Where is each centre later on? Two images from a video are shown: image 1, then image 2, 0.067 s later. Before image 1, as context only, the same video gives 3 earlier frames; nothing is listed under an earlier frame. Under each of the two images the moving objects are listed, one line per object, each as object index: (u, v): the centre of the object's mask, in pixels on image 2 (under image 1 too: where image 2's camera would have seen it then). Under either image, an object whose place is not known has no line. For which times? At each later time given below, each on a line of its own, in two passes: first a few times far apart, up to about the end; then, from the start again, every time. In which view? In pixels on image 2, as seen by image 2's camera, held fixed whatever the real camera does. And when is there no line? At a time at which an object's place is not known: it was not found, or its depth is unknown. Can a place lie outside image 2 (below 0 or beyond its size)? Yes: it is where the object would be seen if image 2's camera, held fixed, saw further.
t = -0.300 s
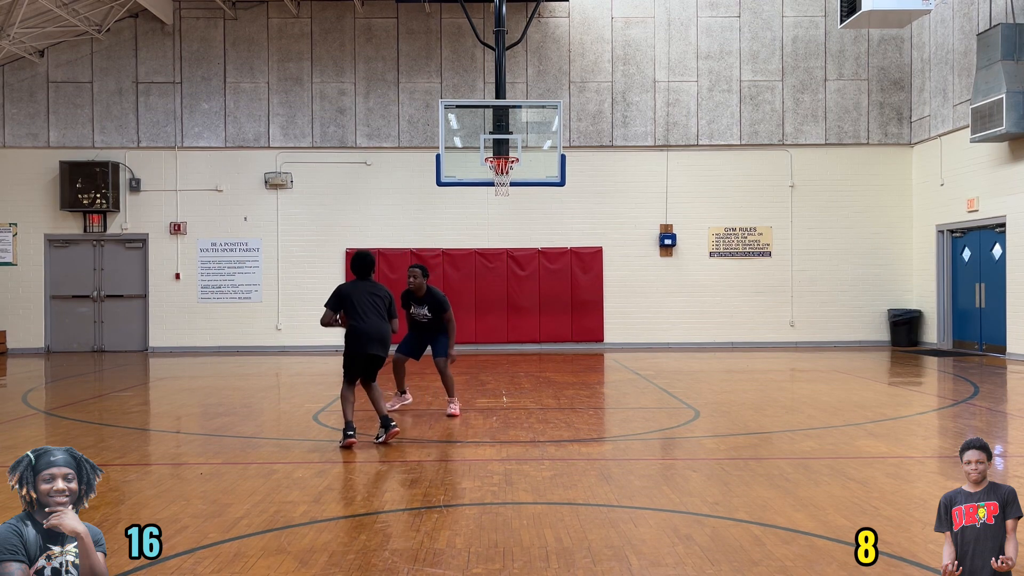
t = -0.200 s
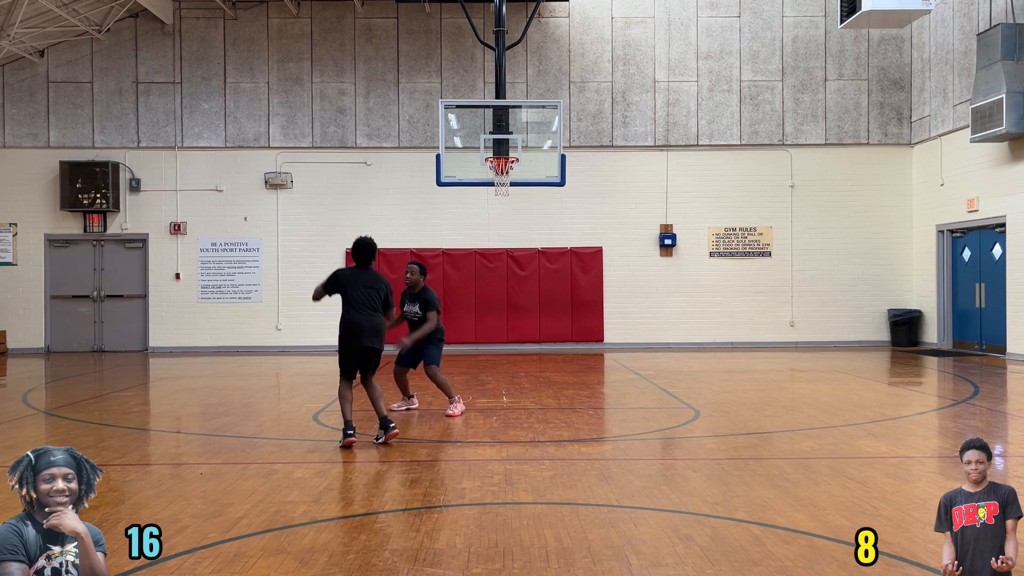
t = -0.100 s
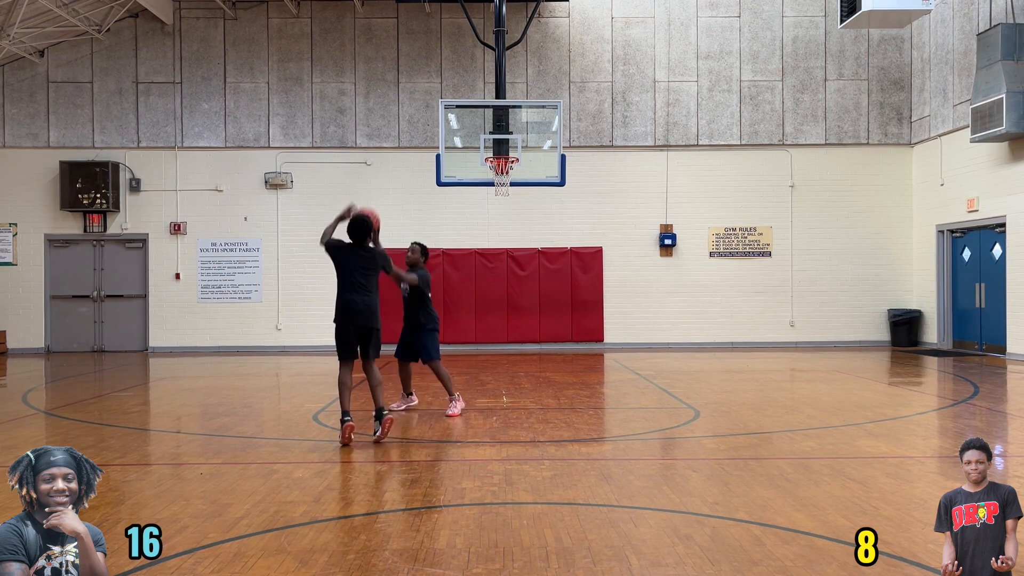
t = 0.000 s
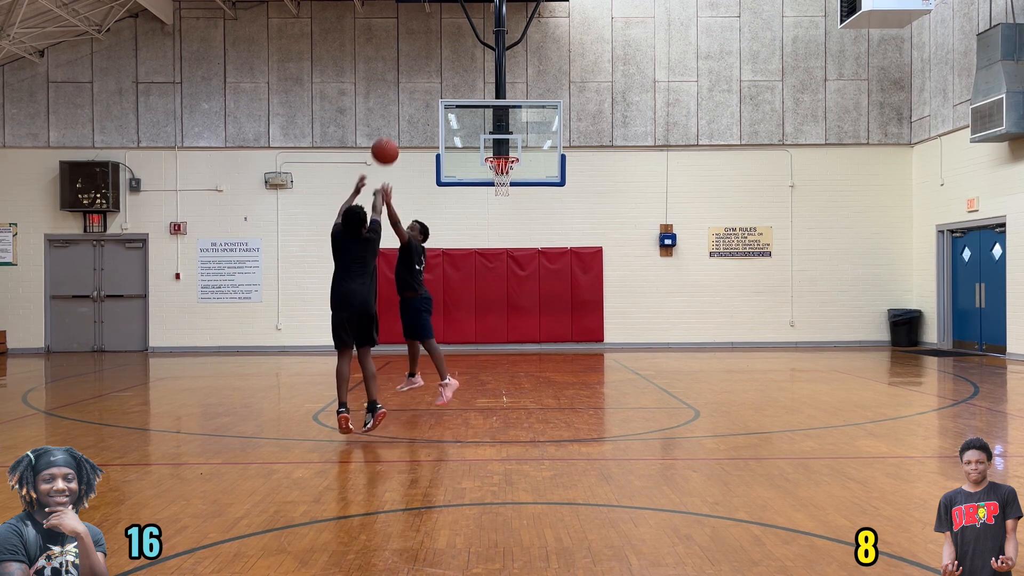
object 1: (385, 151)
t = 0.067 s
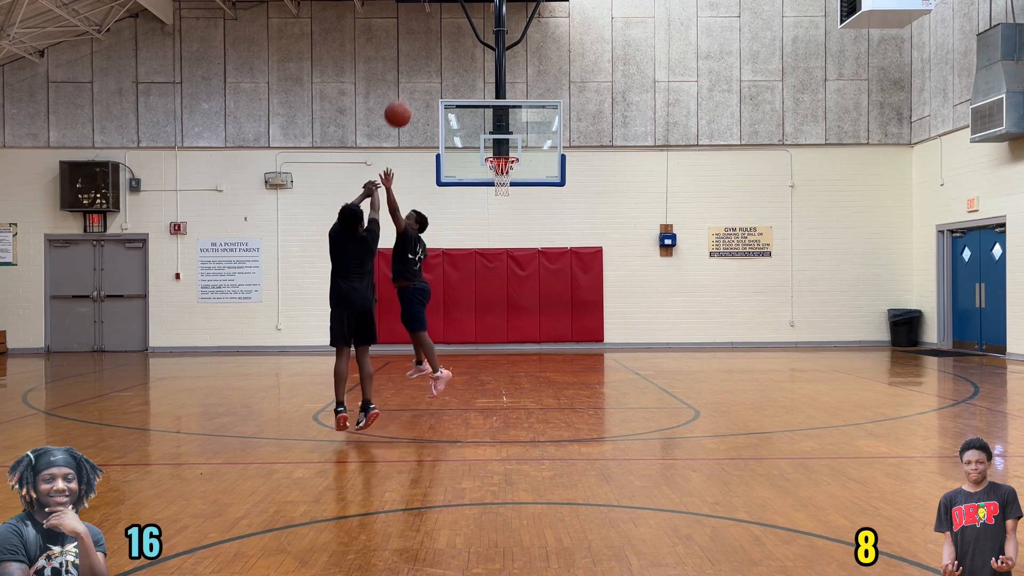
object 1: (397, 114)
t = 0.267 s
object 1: (429, 47)
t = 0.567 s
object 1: (465, 33)
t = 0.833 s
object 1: (489, 78)
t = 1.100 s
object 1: (506, 150)
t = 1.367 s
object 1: (513, 103)
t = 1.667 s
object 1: (520, 107)
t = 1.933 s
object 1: (527, 162)
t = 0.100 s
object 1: (403, 99)
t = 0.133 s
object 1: (409, 85)
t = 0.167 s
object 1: (414, 73)
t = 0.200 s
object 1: (419, 63)
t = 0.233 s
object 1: (425, 54)
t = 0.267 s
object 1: (429, 47)
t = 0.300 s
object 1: (434, 41)
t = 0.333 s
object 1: (438, 36)
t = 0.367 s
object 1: (443, 33)
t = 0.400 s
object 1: (447, 30)
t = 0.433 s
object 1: (450, 29)
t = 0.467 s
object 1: (454, 28)
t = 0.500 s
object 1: (458, 29)
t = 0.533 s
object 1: (462, 31)
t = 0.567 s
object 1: (465, 33)
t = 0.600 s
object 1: (469, 36)
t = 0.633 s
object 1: (472, 40)
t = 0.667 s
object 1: (475, 45)
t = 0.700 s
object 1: (478, 50)
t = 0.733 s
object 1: (481, 56)
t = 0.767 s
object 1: (483, 63)
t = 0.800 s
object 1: (486, 70)
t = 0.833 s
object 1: (489, 78)
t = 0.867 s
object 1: (491, 86)
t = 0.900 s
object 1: (494, 95)
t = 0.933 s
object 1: (496, 105)
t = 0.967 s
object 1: (498, 115)
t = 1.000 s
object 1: (500, 125)
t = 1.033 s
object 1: (502, 136)
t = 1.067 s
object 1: (504, 147)
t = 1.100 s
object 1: (506, 150)
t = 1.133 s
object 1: (507, 141)
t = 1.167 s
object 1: (508, 133)
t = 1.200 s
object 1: (508, 126)
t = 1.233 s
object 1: (509, 120)
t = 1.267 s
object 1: (510, 115)
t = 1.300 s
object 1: (511, 110)
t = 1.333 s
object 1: (511, 107)
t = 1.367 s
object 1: (513, 103)
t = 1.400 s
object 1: (513, 101)
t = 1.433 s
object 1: (514, 99)
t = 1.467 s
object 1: (515, 98)
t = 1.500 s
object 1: (516, 98)
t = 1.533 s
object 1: (516, 98)
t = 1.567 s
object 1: (517, 99)
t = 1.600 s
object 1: (518, 101)
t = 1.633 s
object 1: (519, 104)
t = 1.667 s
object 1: (520, 107)
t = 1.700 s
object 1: (521, 111)
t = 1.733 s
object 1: (522, 116)
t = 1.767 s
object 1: (522, 122)
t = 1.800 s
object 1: (523, 129)
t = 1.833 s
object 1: (524, 136)
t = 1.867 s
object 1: (525, 144)
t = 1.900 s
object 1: (526, 153)
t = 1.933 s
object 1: (527, 162)
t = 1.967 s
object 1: (528, 173)
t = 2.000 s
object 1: (529, 184)
